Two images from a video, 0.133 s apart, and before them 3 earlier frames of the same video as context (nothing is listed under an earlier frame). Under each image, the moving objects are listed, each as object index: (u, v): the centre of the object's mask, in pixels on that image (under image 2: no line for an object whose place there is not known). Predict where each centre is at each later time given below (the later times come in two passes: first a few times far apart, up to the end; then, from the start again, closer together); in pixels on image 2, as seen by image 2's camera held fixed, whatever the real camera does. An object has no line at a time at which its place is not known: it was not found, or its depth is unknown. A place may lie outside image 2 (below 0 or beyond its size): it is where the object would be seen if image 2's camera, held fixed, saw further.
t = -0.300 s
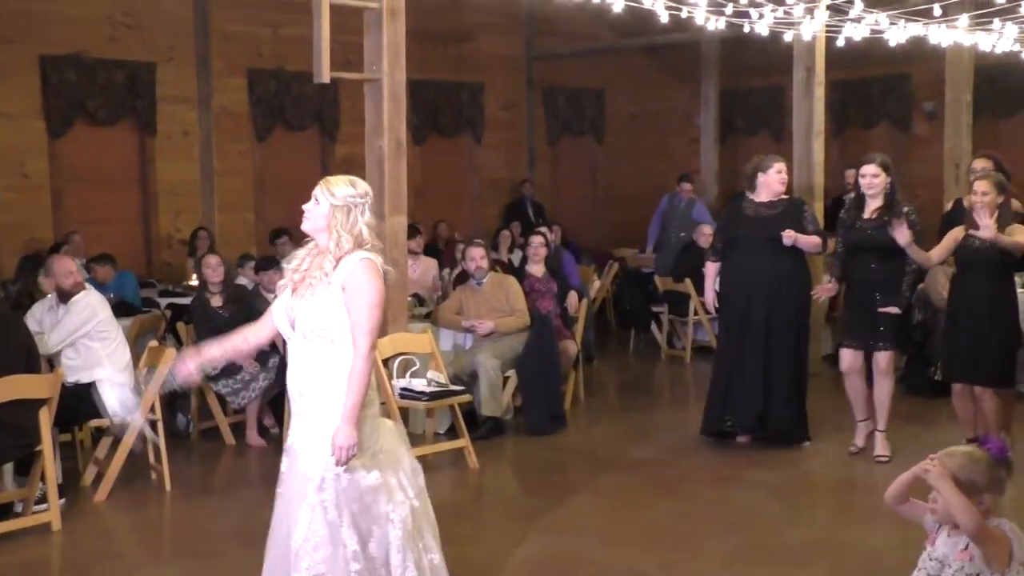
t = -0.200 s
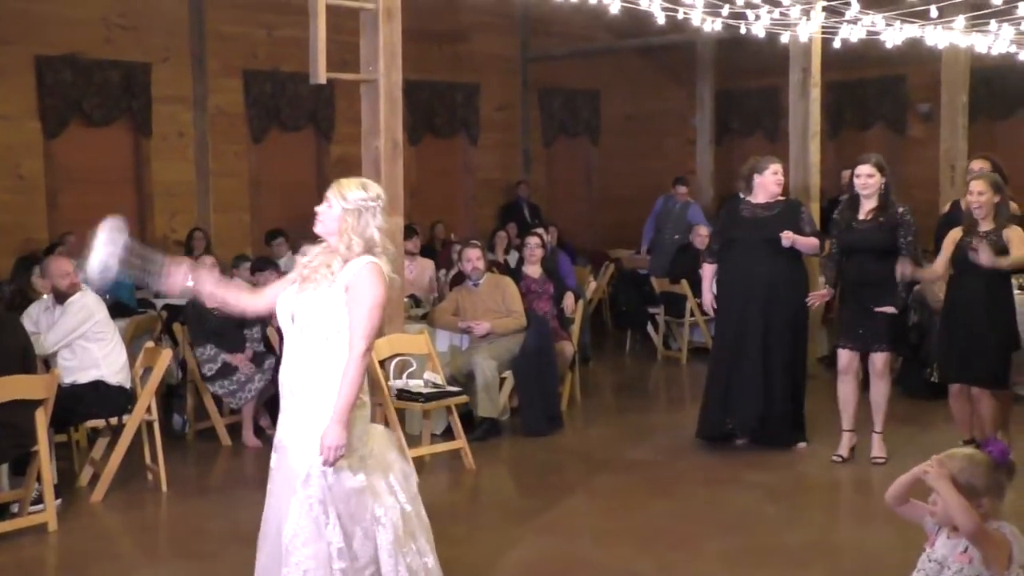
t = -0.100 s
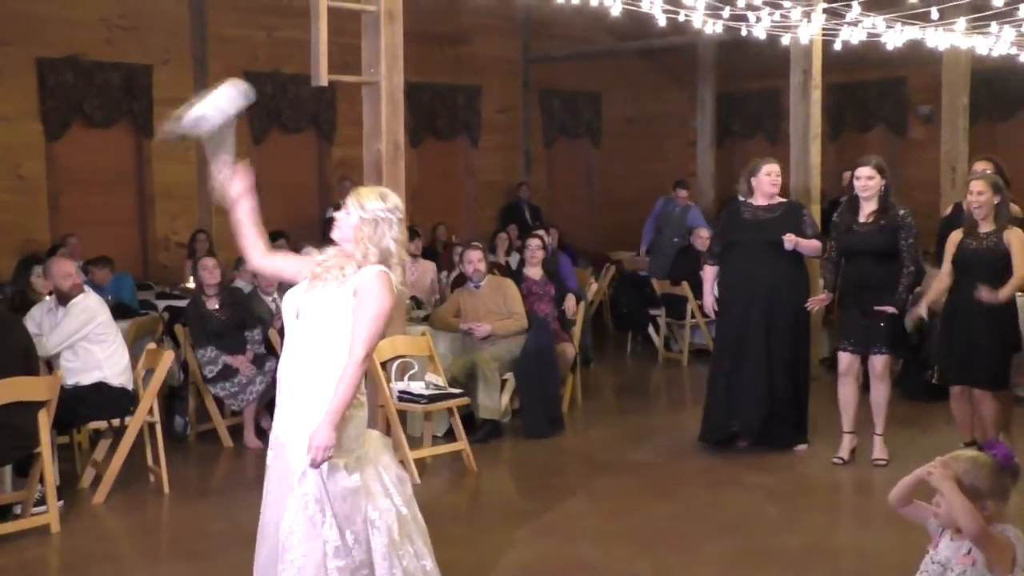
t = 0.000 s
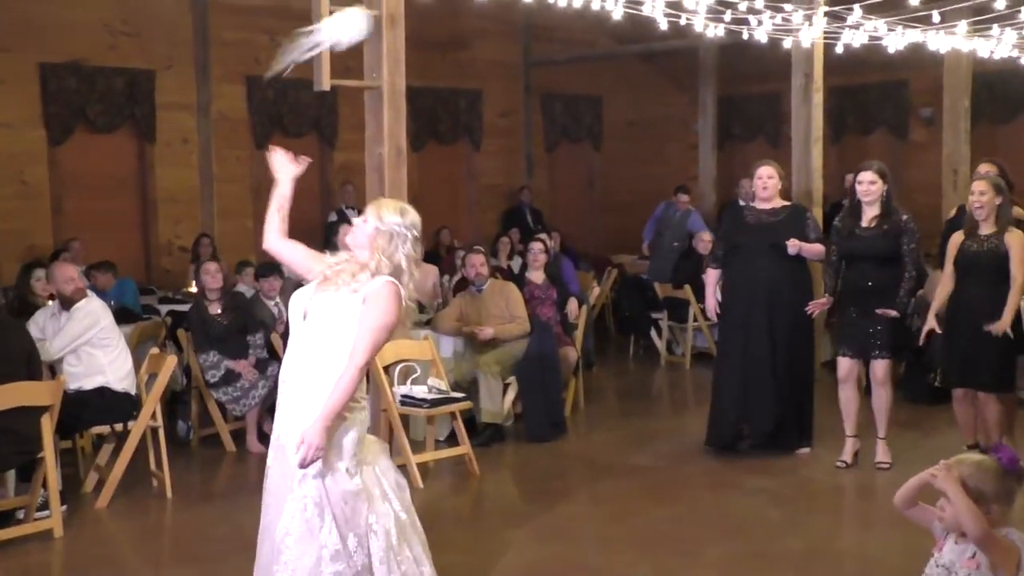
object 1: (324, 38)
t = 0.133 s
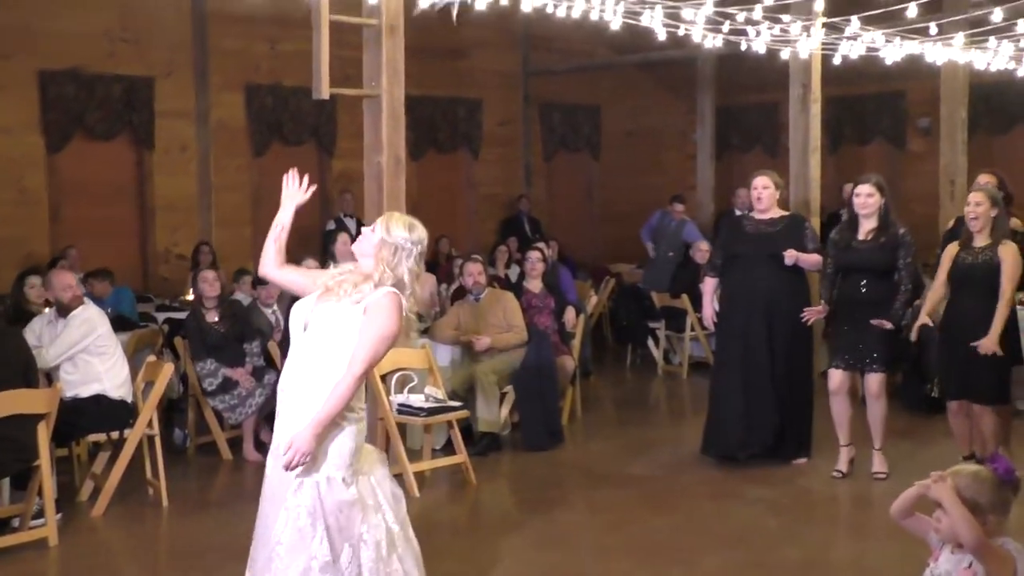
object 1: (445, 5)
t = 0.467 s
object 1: (533, 13)
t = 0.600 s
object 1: (528, 6)
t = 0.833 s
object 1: (547, 165)
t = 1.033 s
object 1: (552, 392)
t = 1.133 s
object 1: (565, 513)
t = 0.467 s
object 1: (533, 13)
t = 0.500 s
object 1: (521, 9)
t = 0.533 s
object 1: (521, 6)
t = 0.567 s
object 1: (522, 4)
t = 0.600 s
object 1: (528, 6)
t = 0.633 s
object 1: (531, 18)
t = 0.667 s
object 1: (533, 38)
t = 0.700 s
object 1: (536, 56)
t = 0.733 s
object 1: (540, 79)
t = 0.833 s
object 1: (547, 165)
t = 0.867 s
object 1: (552, 194)
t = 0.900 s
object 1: (557, 227)
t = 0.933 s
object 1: (558, 269)
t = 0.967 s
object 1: (544, 313)
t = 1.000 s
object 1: (546, 350)
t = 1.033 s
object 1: (552, 392)
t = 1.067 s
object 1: (556, 434)
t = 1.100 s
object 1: (564, 487)
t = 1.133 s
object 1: (565, 513)
